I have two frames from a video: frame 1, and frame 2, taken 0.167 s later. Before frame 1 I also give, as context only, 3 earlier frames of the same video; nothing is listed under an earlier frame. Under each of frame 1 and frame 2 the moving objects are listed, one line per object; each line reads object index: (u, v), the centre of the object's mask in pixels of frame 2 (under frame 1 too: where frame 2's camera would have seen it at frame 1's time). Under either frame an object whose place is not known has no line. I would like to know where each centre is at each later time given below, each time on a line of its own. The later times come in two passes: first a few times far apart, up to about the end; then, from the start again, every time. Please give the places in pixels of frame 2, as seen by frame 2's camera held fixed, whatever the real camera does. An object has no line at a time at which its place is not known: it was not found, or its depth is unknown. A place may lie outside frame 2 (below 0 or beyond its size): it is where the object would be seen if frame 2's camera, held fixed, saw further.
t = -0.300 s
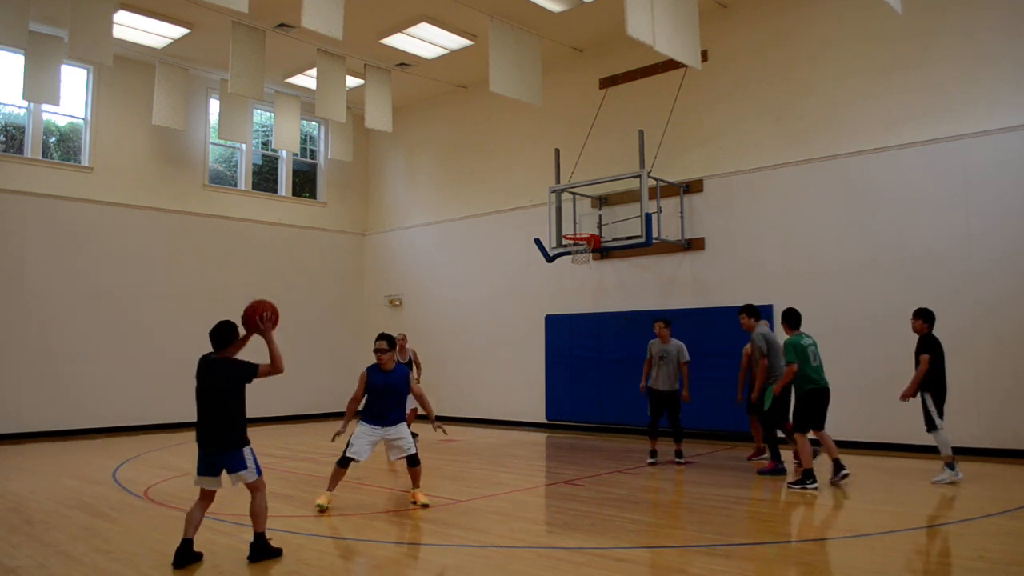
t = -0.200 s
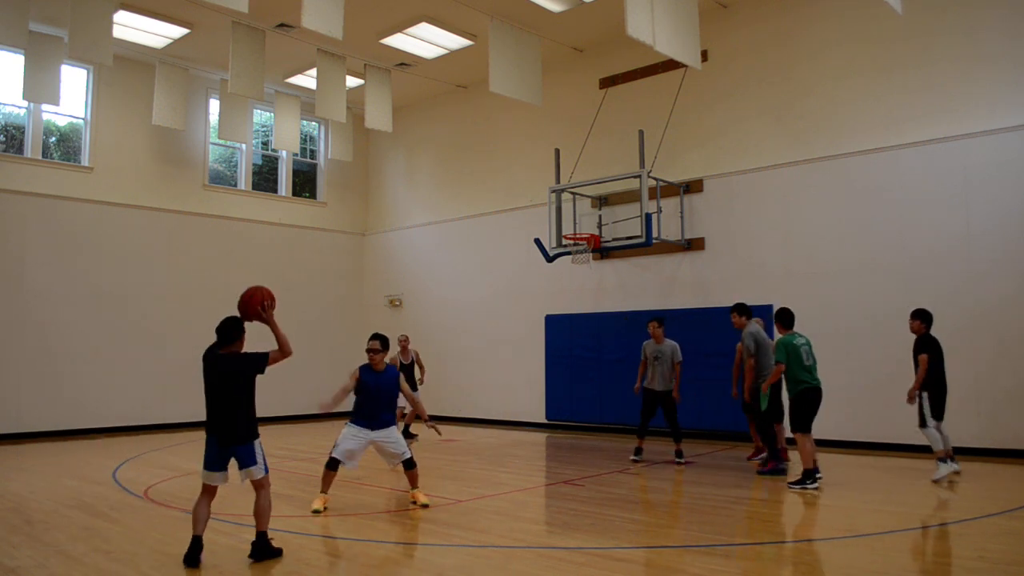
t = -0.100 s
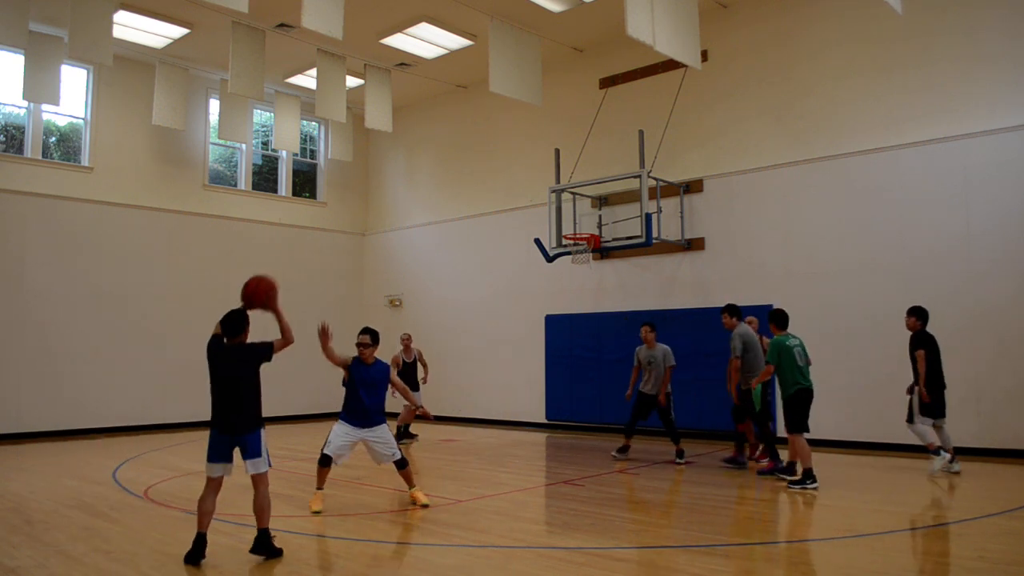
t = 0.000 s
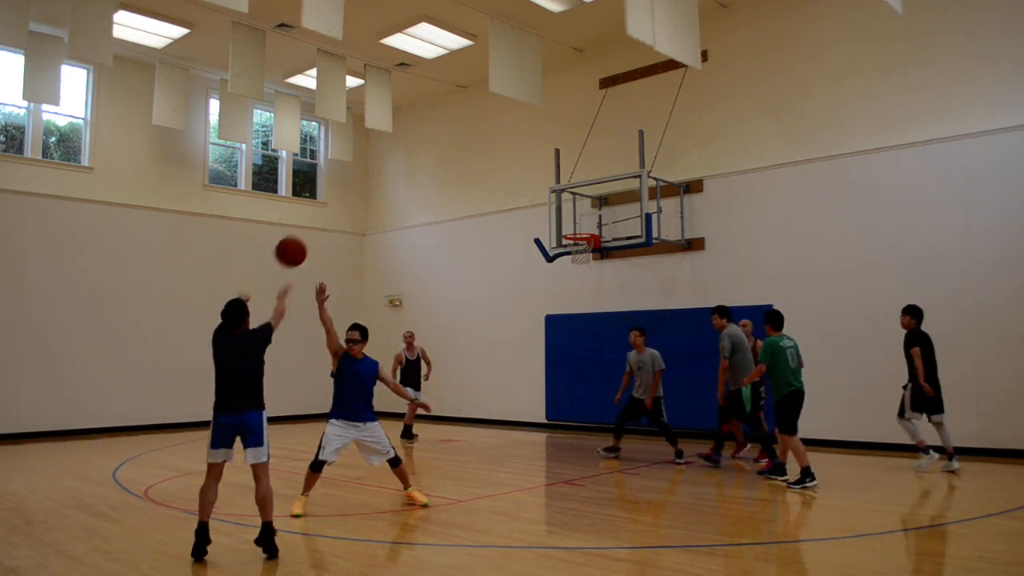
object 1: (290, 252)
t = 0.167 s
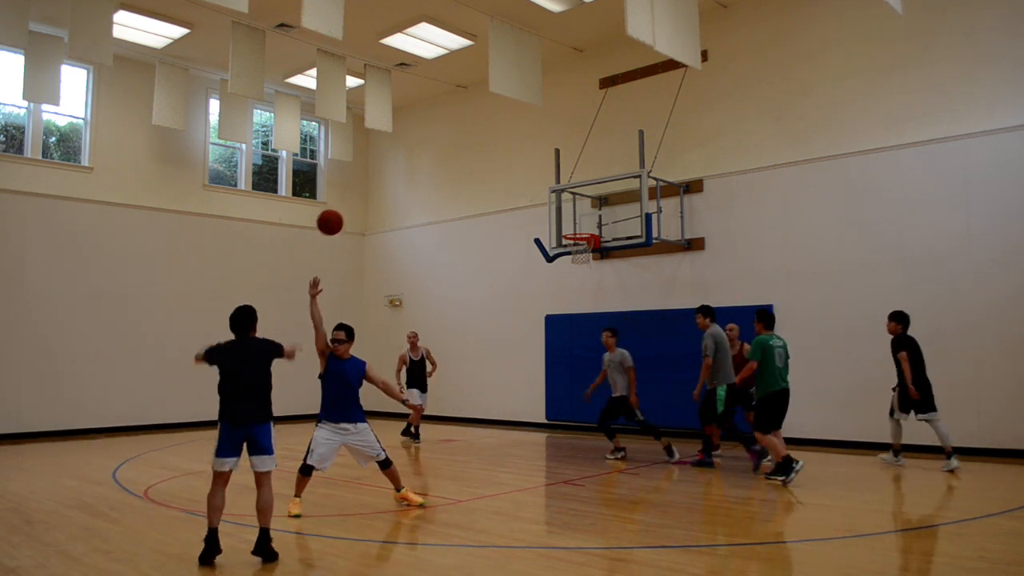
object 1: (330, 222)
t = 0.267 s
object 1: (347, 222)
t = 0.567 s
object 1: (385, 267)
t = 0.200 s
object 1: (336, 221)
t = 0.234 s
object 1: (341, 221)
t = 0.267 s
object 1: (347, 222)
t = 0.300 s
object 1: (352, 224)
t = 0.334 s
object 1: (357, 227)
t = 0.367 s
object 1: (362, 230)
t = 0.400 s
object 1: (366, 235)
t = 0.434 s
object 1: (370, 240)
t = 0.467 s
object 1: (374, 246)
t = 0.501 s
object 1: (378, 252)
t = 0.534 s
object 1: (381, 259)
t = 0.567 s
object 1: (385, 267)
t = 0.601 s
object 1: (388, 275)
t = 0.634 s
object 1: (391, 284)
